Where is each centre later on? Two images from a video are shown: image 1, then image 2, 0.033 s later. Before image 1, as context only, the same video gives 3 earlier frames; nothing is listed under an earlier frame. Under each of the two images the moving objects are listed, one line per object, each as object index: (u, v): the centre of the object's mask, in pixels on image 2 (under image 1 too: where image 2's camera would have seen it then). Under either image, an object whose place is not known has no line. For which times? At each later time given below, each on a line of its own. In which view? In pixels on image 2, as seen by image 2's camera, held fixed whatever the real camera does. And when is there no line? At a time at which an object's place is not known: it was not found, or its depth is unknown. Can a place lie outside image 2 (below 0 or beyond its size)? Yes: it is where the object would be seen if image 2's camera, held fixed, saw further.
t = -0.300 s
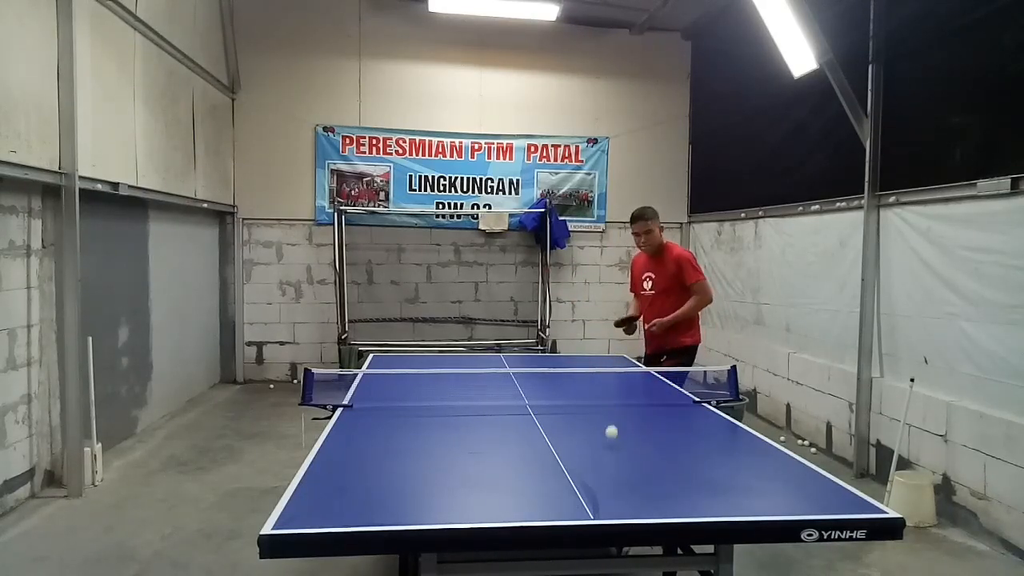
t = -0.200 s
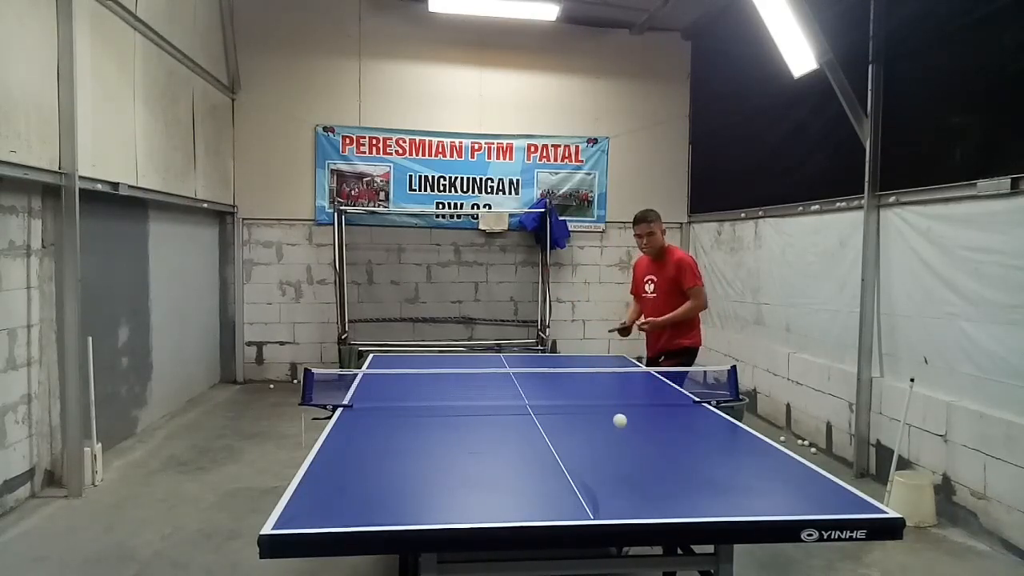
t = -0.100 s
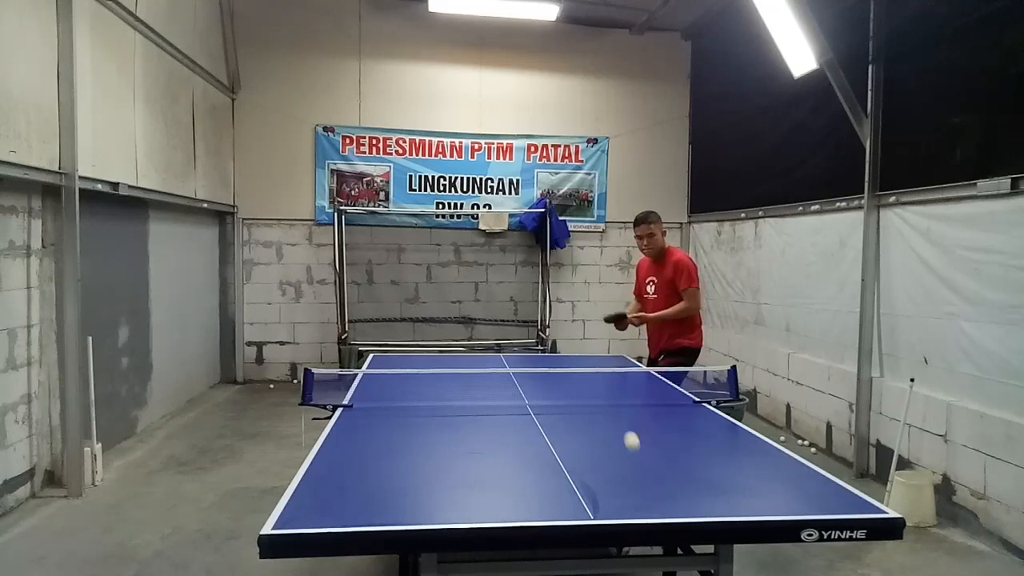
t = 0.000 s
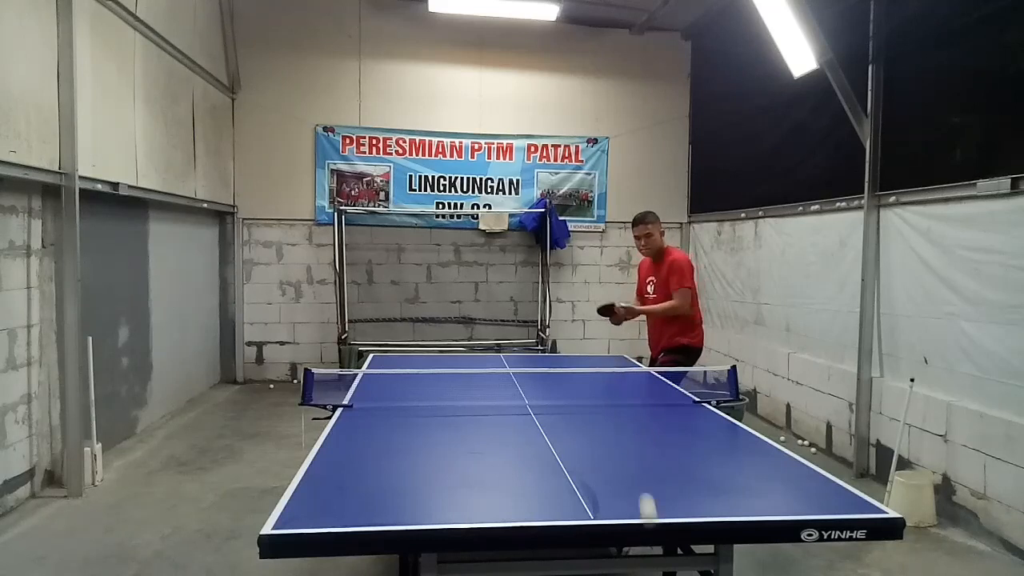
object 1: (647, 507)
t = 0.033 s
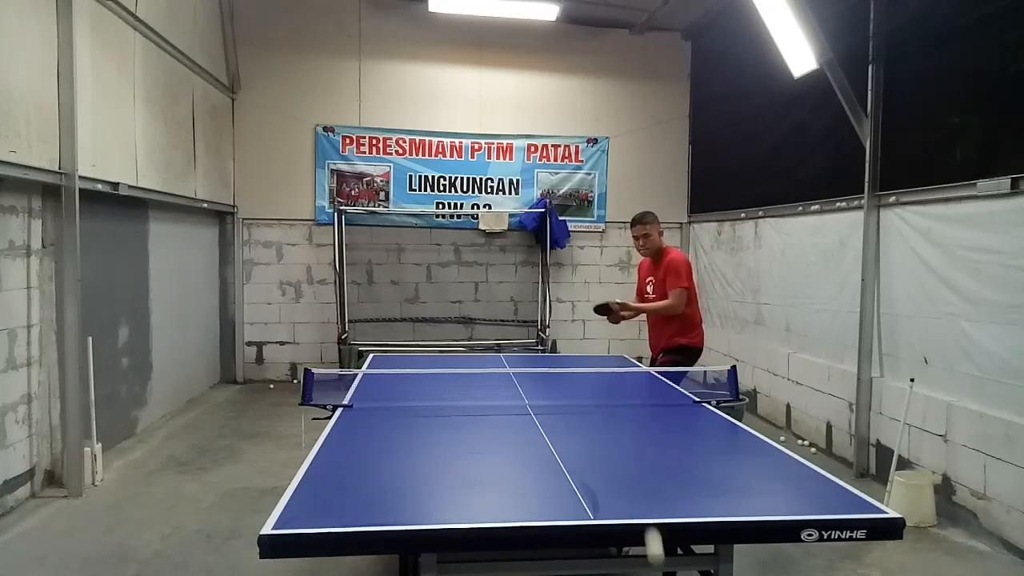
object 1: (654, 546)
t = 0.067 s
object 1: (658, 572)
